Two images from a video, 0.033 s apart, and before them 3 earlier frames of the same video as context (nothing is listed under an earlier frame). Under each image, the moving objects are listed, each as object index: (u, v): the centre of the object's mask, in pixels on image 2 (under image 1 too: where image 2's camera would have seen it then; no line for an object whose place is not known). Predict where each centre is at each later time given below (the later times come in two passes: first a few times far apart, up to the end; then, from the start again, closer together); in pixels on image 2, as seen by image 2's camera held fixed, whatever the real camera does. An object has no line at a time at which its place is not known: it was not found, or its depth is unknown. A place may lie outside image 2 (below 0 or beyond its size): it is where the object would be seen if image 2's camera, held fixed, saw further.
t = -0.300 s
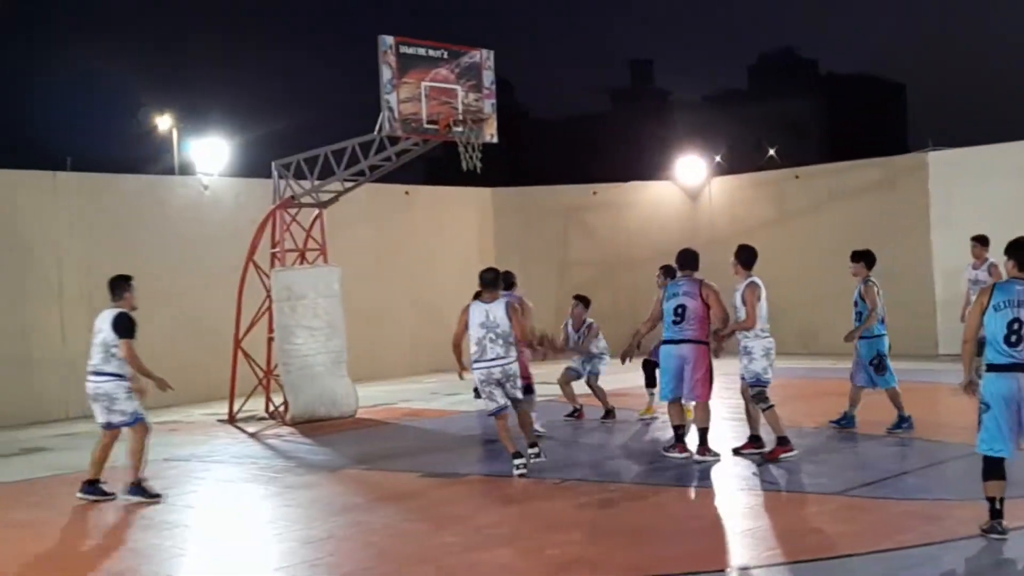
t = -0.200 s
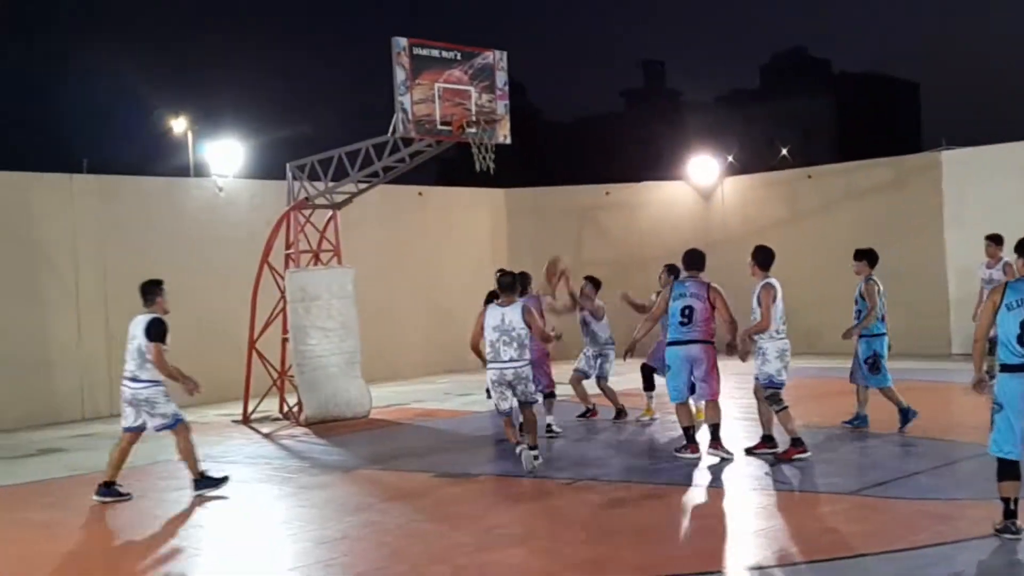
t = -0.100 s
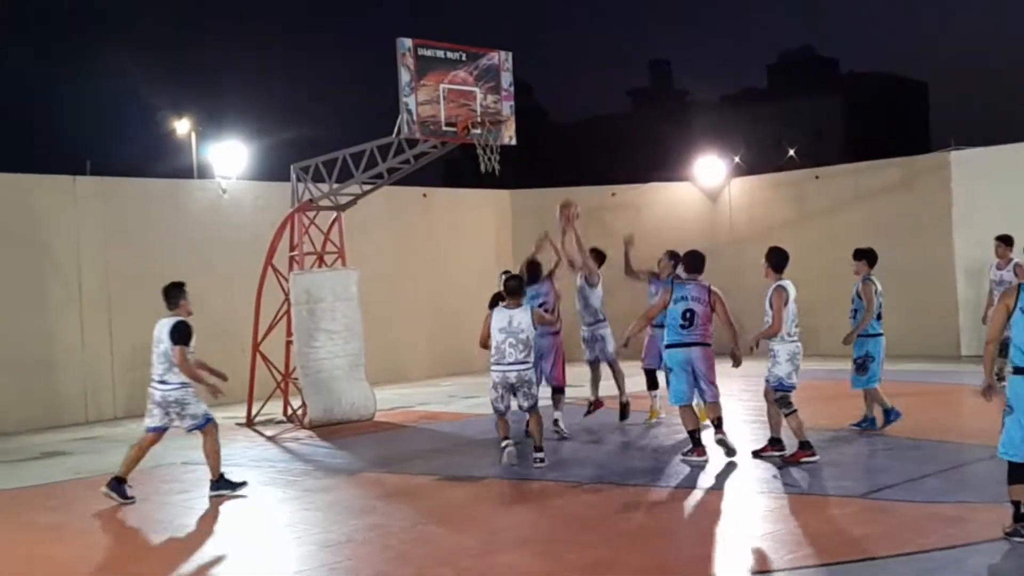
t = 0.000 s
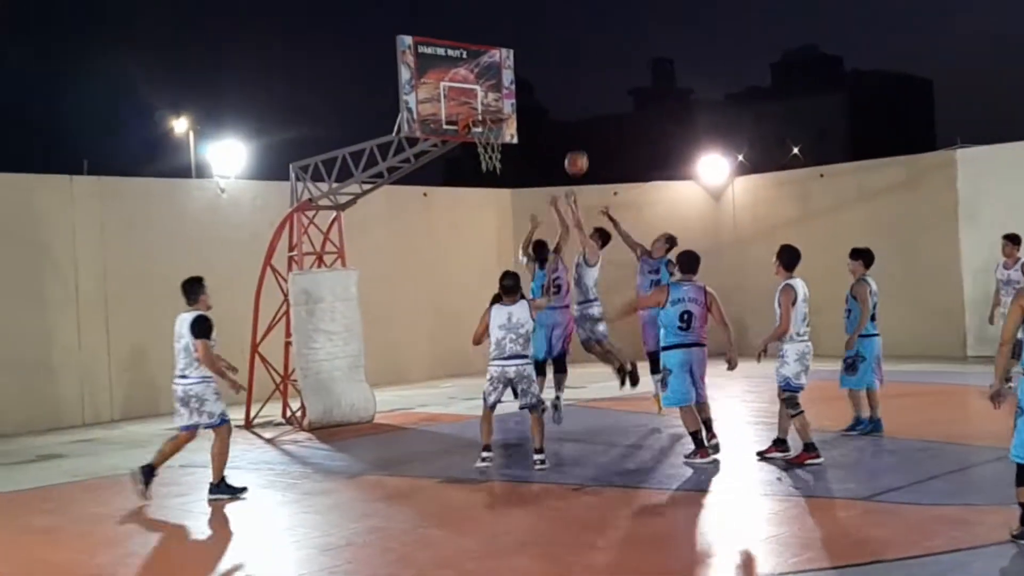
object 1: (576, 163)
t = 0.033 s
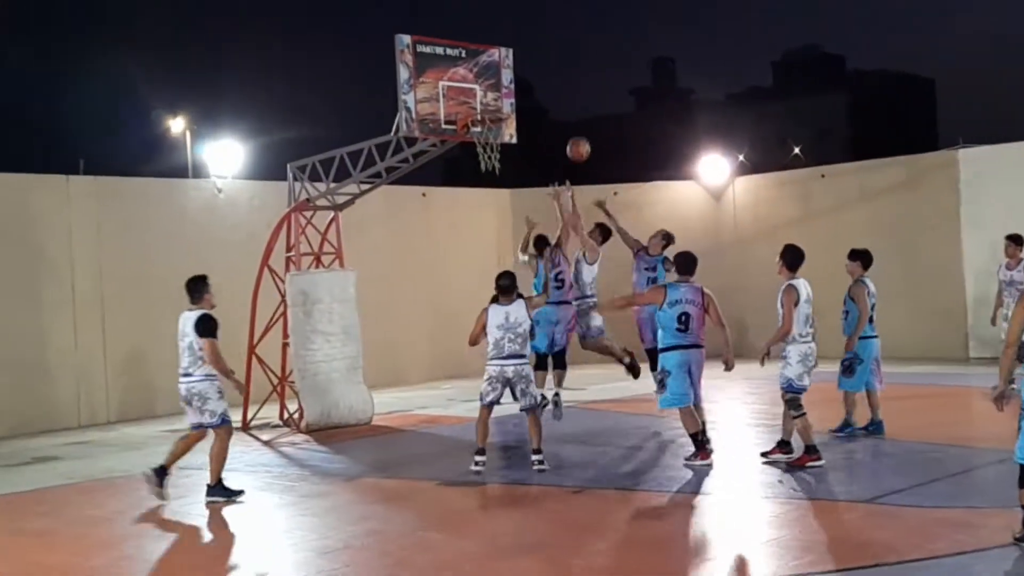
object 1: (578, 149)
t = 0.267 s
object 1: (596, 84)
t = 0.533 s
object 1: (616, 72)
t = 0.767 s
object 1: (634, 112)
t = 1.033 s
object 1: (651, 207)
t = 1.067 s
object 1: (652, 223)
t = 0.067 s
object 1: (580, 137)
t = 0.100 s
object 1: (583, 126)
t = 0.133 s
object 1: (585, 115)
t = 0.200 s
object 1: (591, 98)
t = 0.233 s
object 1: (594, 91)
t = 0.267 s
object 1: (596, 84)
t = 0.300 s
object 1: (598, 79)
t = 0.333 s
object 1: (601, 74)
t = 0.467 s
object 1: (611, 68)
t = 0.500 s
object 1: (613, 70)
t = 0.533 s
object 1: (616, 72)
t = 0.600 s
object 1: (621, 79)
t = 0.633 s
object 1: (624, 84)
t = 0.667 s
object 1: (626, 90)
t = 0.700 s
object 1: (629, 97)
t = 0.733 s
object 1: (631, 104)
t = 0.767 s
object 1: (634, 112)
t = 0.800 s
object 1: (636, 122)
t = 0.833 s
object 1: (638, 132)
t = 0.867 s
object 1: (640, 142)
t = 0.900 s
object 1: (642, 154)
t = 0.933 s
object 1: (644, 165)
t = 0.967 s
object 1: (647, 177)
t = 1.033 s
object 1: (651, 207)
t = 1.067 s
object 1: (652, 223)
